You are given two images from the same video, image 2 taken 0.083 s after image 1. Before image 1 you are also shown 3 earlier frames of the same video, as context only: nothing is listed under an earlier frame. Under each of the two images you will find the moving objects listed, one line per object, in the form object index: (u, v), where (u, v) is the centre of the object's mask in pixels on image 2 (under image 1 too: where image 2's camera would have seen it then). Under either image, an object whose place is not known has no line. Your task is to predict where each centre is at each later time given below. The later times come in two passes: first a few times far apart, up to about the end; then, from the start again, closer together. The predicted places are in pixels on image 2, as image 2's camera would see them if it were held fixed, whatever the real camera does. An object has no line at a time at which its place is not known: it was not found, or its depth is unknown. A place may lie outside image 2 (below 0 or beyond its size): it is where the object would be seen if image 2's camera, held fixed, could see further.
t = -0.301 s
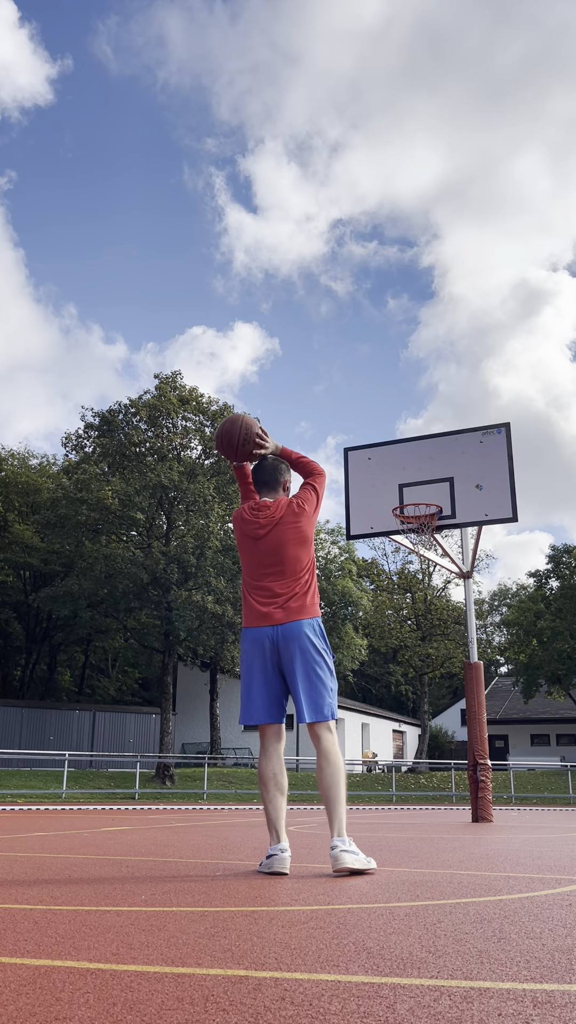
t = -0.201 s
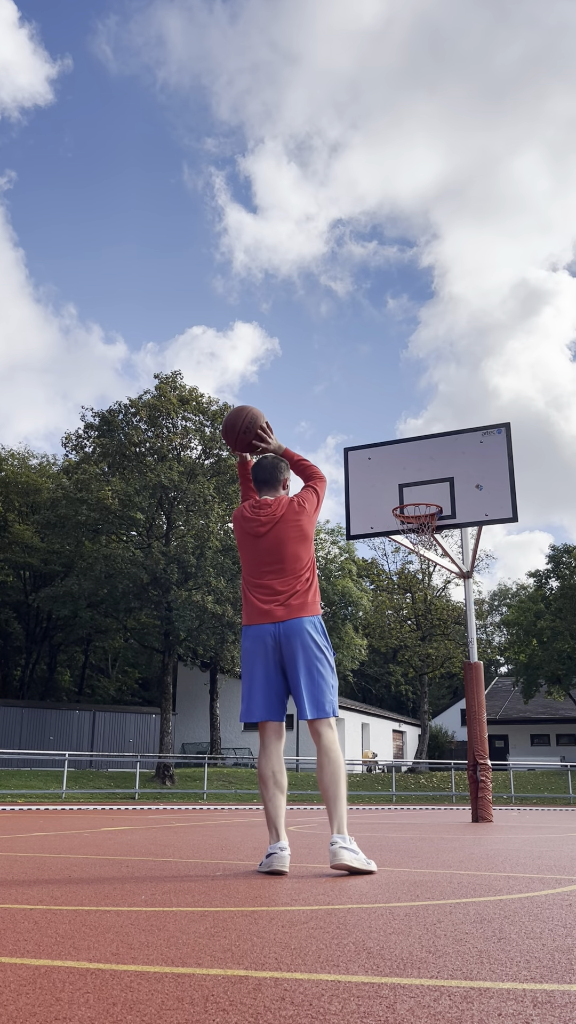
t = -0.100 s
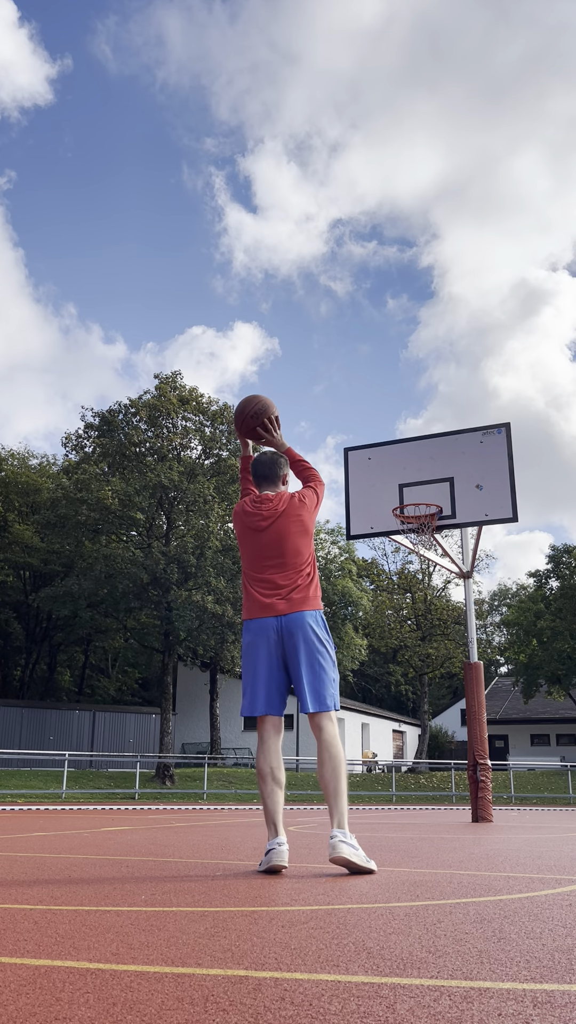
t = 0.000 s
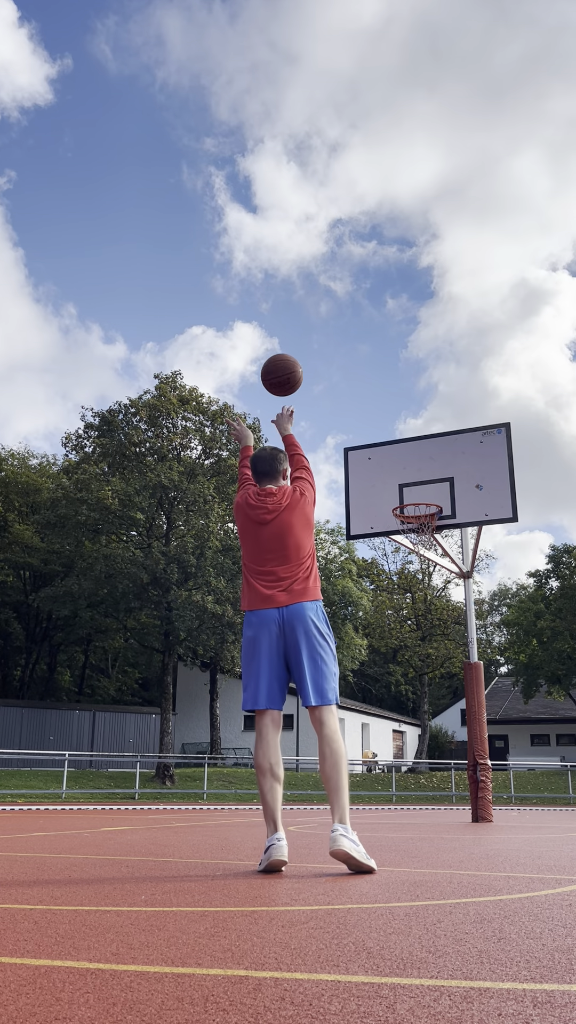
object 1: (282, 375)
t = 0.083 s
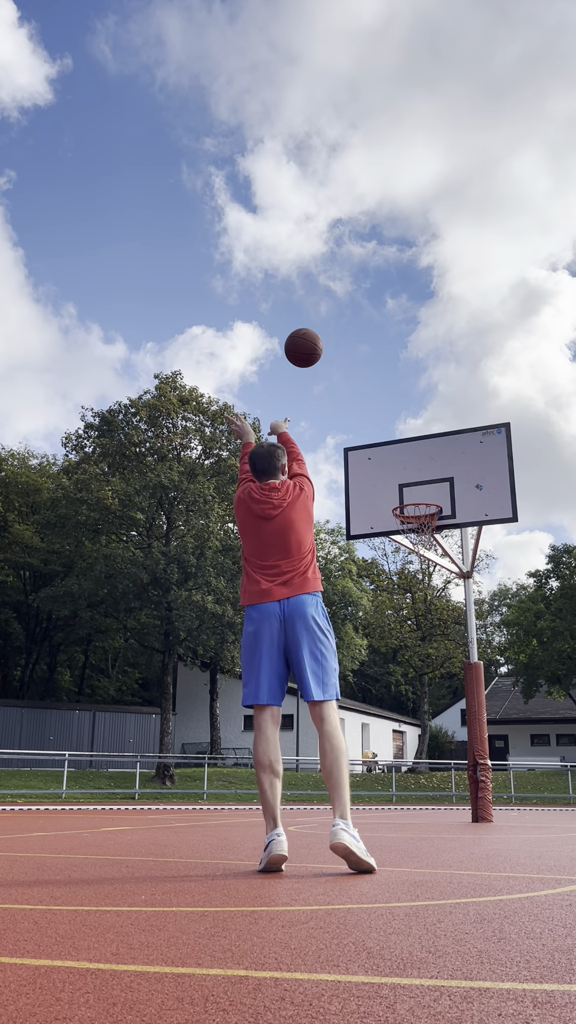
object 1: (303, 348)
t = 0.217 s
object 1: (332, 332)
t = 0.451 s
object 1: (369, 356)
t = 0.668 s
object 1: (396, 420)
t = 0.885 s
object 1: (418, 509)
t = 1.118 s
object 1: (409, 546)
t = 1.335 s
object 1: (399, 592)
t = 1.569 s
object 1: (389, 707)
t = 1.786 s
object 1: (385, 779)
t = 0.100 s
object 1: (307, 344)
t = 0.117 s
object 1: (311, 341)
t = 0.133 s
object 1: (315, 338)
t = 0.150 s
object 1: (318, 336)
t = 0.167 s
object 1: (322, 334)
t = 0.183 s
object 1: (325, 333)
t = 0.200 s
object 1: (329, 332)
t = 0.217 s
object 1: (332, 332)
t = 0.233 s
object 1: (335, 331)
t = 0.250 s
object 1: (338, 331)
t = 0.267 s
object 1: (341, 332)
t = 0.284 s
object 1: (344, 333)
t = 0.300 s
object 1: (347, 334)
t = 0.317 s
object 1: (349, 335)
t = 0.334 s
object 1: (352, 337)
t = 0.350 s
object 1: (355, 339)
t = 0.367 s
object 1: (357, 341)
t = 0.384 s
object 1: (360, 343)
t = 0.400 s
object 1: (362, 346)
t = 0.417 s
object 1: (365, 349)
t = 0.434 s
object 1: (367, 352)
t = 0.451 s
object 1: (369, 356)
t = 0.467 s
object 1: (372, 360)
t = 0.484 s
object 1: (374, 364)
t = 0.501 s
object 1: (376, 368)
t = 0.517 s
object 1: (378, 372)
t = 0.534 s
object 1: (380, 377)
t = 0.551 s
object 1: (382, 381)
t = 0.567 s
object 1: (384, 386)
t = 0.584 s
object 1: (386, 392)
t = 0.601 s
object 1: (388, 397)
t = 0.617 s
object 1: (390, 402)
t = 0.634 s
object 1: (392, 408)
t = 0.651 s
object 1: (394, 414)
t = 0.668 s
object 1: (396, 420)
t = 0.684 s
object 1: (398, 426)
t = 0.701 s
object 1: (400, 433)
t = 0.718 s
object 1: (401, 440)
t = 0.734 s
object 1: (403, 446)
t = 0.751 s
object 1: (405, 453)
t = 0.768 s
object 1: (407, 460)
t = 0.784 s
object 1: (409, 467)
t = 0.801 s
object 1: (410, 475)
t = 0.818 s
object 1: (412, 482)
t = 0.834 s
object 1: (414, 490)
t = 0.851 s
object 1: (415, 496)
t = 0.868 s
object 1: (416, 502)
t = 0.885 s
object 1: (418, 509)
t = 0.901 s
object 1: (419, 514)
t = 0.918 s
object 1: (420, 518)
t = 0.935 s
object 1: (420, 523)
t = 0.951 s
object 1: (418, 528)
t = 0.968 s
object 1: (418, 532)
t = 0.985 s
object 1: (417, 536)
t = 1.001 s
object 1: (415, 538)
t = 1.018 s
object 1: (414, 539)
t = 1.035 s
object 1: (413, 540)
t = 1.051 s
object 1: (413, 543)
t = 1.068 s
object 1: (411, 543)
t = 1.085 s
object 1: (411, 545)
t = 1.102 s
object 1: (410, 545)
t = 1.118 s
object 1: (409, 546)
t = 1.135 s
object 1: (408, 547)
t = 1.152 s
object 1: (408, 549)
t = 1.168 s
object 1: (407, 552)
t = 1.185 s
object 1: (406, 554)
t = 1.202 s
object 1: (405, 557)
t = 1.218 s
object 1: (404, 561)
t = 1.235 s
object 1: (403, 564)
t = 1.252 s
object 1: (403, 568)
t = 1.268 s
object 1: (402, 572)
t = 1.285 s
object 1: (401, 577)
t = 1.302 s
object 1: (401, 582)
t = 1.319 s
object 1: (400, 587)
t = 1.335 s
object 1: (399, 592)
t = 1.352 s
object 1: (398, 598)
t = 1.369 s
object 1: (397, 604)
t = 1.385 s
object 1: (397, 610)
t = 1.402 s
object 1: (396, 617)
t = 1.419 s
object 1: (395, 625)
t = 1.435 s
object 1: (395, 632)
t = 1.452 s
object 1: (394, 640)
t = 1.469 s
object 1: (393, 648)
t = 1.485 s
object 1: (393, 657)
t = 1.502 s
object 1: (392, 666)
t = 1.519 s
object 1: (392, 676)
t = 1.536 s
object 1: (391, 686)
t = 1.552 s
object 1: (390, 696)
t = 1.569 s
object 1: (389, 707)
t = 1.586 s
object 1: (389, 718)
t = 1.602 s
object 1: (388, 729)
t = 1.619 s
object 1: (387, 742)
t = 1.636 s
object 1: (387, 754)
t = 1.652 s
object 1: (386, 767)
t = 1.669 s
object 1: (385, 781)
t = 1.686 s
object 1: (384, 795)
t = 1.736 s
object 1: (384, 809)
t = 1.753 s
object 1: (384, 798)
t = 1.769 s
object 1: (385, 788)
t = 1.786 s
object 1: (385, 779)
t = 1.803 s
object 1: (386, 769)
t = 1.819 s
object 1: (386, 760)
